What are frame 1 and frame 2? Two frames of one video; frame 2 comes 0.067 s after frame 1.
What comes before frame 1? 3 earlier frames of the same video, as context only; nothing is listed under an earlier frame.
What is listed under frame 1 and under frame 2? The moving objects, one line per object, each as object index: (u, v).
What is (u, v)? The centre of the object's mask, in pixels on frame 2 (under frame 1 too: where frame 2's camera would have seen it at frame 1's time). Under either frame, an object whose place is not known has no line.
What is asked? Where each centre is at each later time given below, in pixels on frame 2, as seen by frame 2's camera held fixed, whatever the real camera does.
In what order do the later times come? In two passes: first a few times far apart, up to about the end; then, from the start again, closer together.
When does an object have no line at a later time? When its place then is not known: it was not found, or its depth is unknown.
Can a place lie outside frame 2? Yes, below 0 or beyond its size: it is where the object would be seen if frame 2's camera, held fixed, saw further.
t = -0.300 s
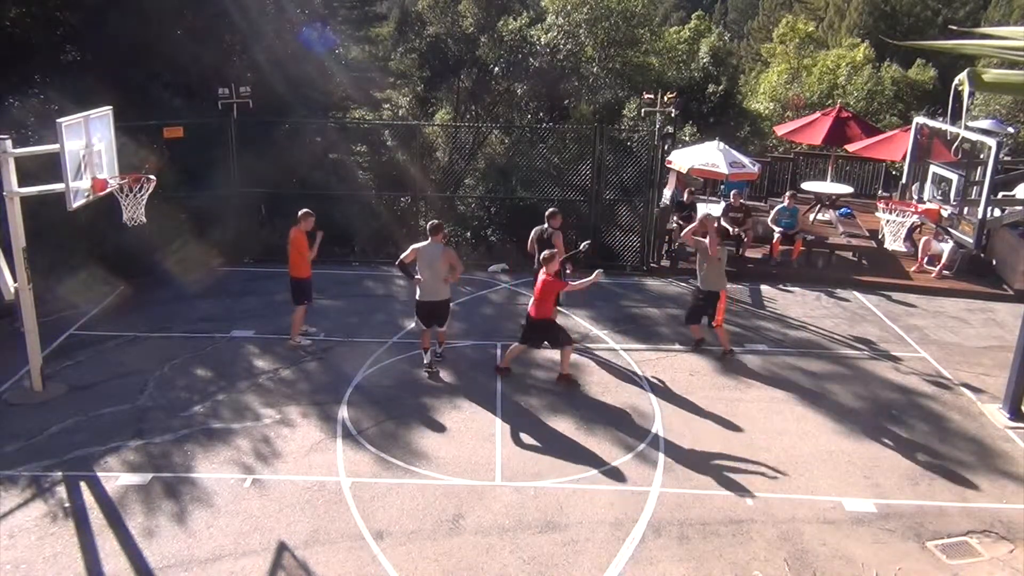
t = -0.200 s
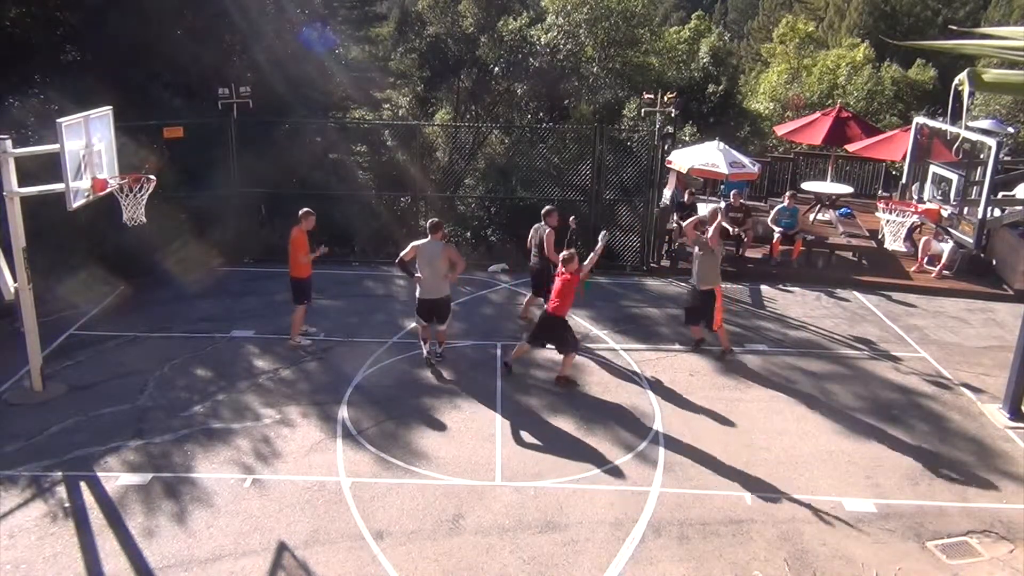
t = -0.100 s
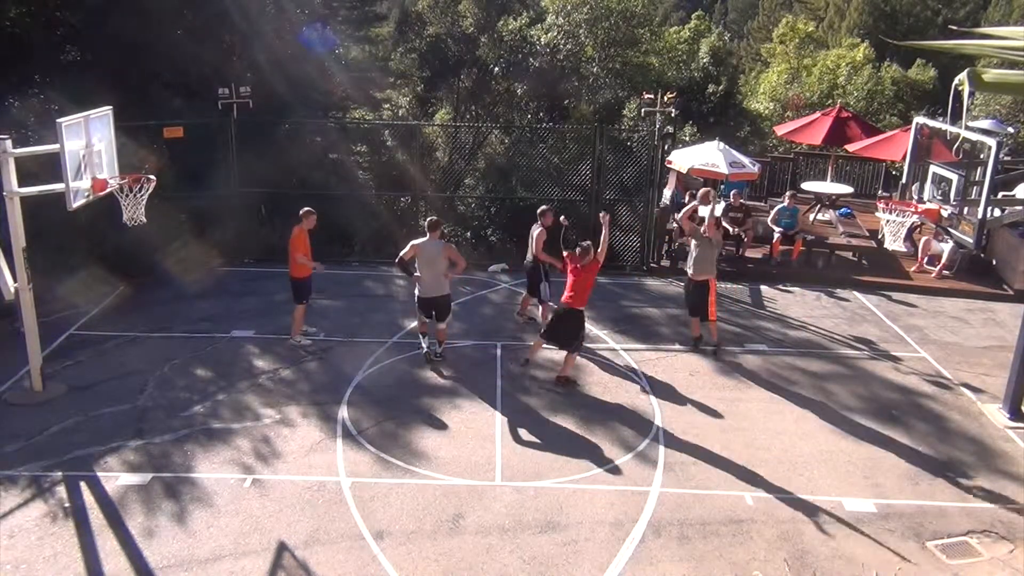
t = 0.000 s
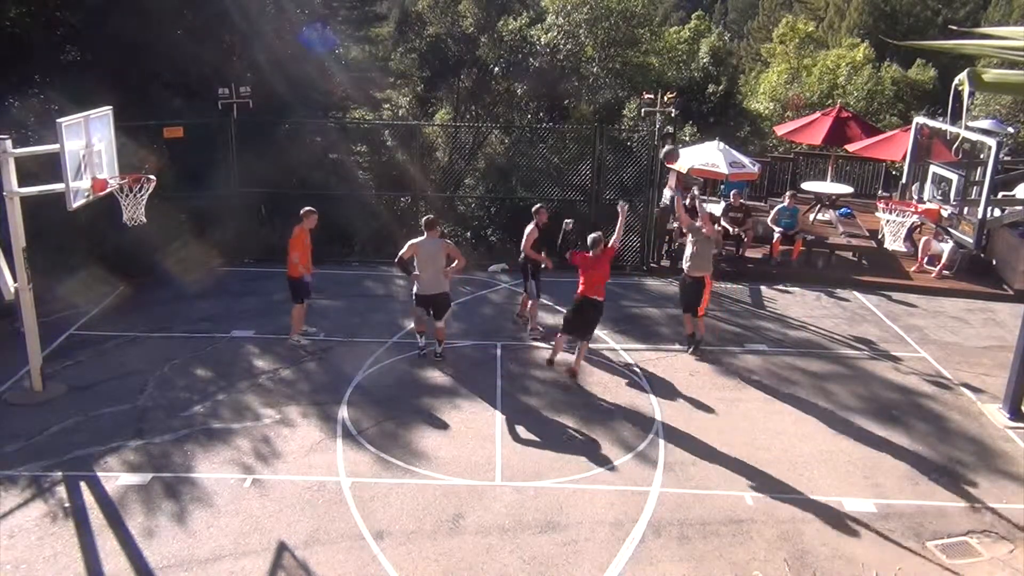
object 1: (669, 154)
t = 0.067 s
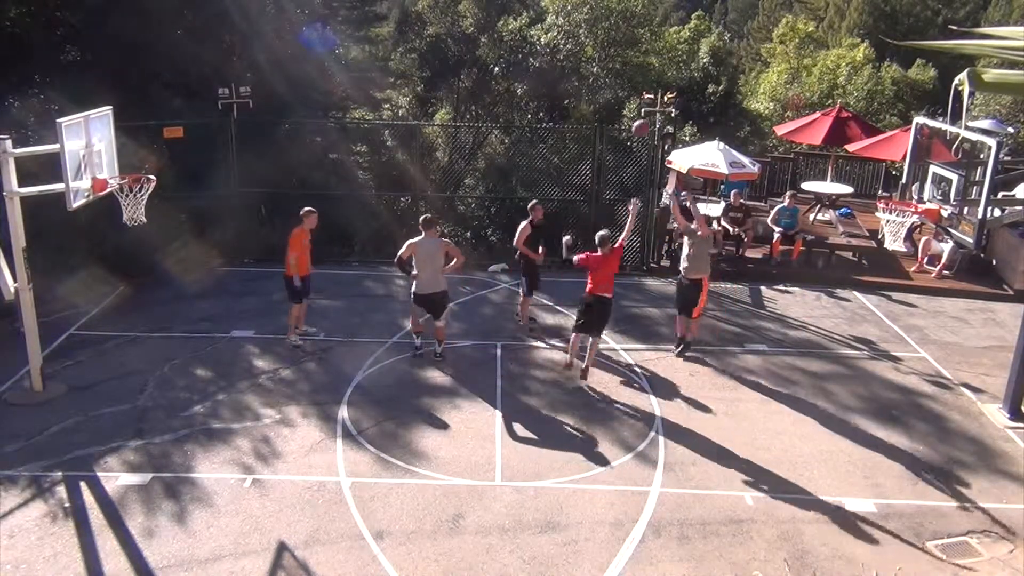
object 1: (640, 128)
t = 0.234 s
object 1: (567, 77)
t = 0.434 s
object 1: (470, 42)
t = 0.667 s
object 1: (349, 44)
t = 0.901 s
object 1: (227, 96)
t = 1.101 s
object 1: (129, 176)
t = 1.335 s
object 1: (116, 224)
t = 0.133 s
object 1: (614, 108)
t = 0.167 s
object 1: (597, 95)
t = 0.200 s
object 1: (581, 85)
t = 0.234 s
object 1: (567, 77)
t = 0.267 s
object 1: (552, 70)
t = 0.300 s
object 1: (536, 61)
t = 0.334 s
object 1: (520, 56)
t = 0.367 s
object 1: (502, 50)
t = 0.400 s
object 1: (489, 46)
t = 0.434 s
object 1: (470, 42)
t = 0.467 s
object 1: (452, 40)
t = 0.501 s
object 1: (436, 40)
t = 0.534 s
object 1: (418, 36)
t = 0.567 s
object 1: (401, 37)
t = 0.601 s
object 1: (385, 40)
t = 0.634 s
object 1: (367, 41)
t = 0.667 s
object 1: (349, 44)
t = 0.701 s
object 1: (331, 48)
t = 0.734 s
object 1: (314, 54)
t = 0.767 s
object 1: (297, 61)
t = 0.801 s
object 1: (279, 68)
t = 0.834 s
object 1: (261, 76)
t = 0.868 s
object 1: (245, 85)
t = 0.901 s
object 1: (227, 96)
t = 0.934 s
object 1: (210, 108)
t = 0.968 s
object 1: (194, 120)
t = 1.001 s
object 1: (177, 133)
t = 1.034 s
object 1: (160, 147)
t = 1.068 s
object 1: (143, 161)
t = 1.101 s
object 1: (129, 176)
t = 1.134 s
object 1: (121, 189)
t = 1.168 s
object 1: (114, 200)
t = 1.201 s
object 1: (113, 204)
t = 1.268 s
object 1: (114, 212)
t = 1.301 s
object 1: (115, 218)
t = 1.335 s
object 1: (116, 224)
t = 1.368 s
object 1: (117, 231)
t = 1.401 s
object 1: (118, 241)
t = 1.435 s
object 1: (118, 251)
